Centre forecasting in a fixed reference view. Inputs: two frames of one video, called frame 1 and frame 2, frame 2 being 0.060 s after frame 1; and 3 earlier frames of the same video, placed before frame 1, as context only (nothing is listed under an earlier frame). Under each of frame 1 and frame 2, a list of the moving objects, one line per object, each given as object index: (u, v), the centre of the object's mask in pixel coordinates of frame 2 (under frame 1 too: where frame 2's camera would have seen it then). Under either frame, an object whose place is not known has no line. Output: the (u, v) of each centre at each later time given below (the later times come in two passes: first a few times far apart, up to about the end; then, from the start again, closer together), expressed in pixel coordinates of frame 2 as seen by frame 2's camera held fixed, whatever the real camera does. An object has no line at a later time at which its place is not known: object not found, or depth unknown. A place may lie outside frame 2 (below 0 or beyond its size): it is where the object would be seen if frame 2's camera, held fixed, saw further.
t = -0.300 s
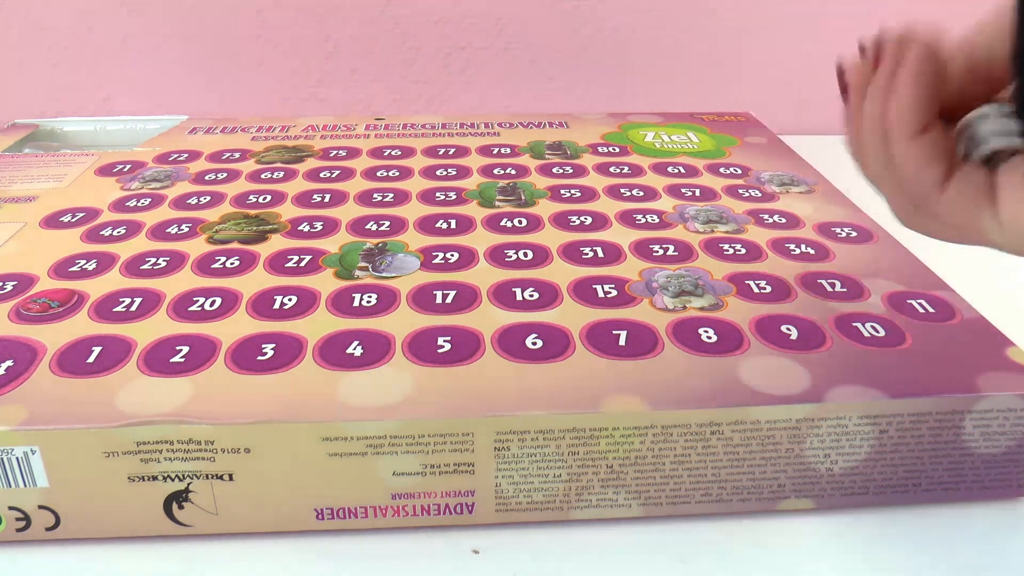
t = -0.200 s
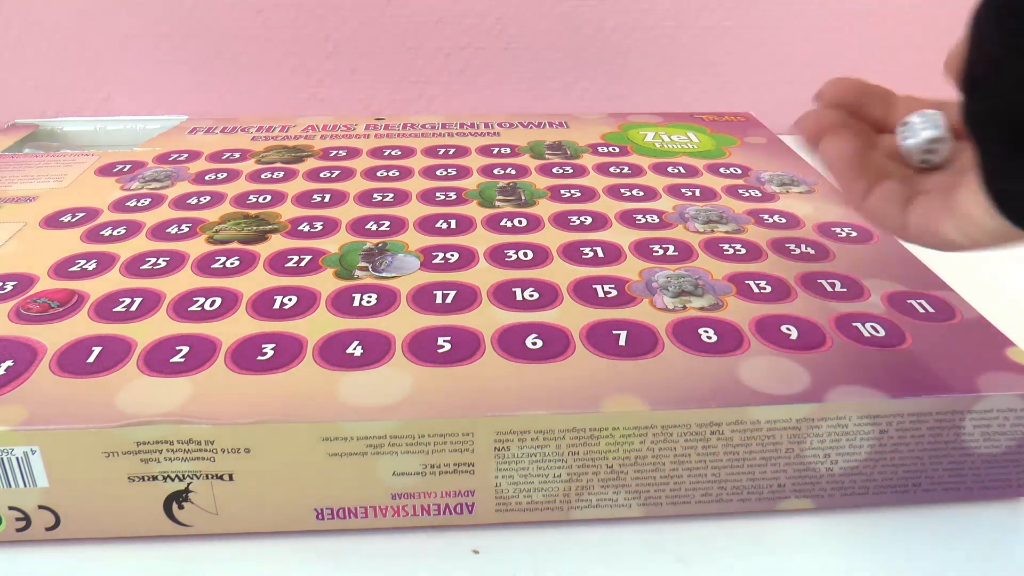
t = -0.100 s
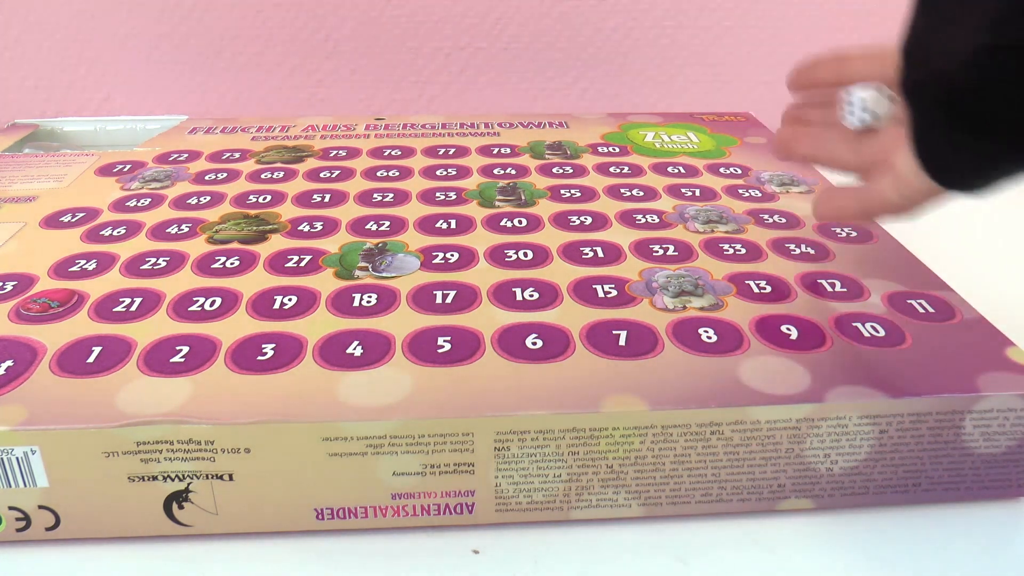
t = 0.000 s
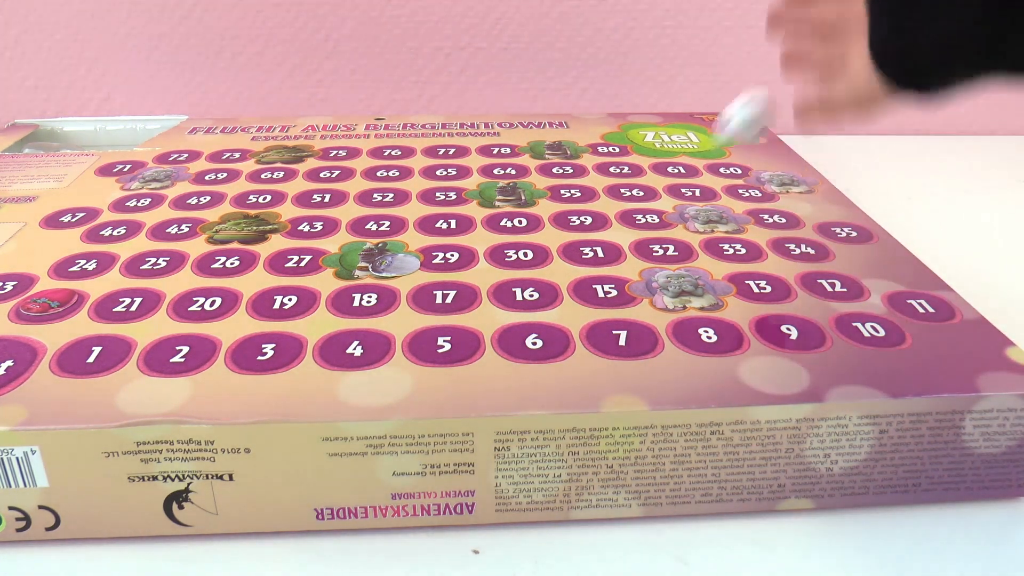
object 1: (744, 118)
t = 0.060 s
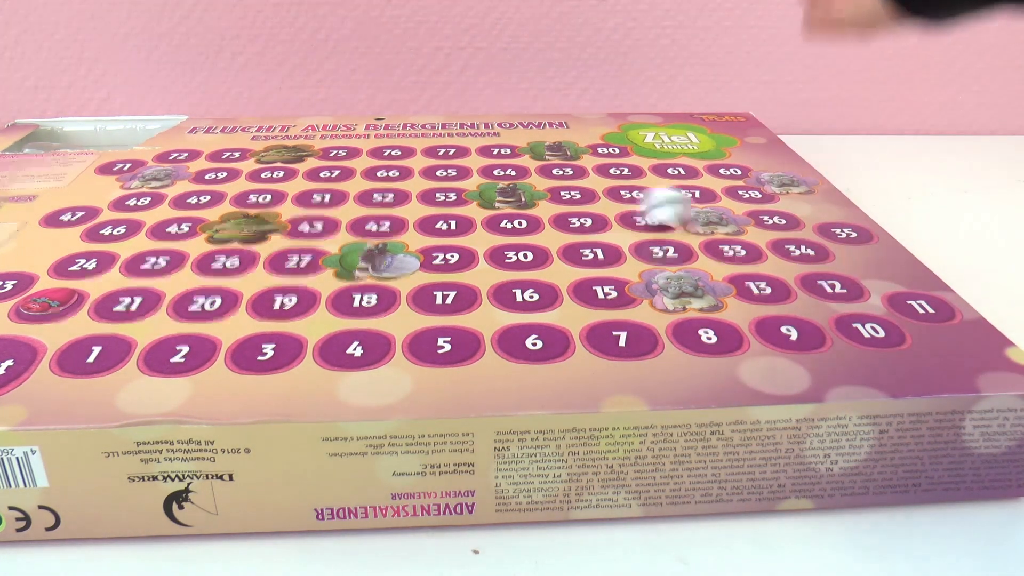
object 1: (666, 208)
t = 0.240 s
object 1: (528, 209)
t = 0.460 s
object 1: (498, 234)
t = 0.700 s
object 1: (491, 236)
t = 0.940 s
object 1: (491, 236)
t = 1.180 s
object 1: (491, 236)
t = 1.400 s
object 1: (491, 236)
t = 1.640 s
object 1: (491, 236)
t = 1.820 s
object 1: (491, 236)
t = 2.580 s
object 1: (491, 237)
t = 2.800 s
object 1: (491, 237)
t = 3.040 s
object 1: (491, 236)
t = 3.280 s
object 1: (491, 236)
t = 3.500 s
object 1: (491, 236)
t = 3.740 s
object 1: (491, 236)
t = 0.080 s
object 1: (647, 207)
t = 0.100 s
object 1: (629, 201)
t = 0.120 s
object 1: (609, 205)
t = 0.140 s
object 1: (591, 206)
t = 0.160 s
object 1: (574, 204)
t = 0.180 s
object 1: (561, 203)
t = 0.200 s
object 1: (547, 204)
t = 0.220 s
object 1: (537, 207)
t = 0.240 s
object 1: (528, 209)
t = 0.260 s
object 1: (520, 210)
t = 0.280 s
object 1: (514, 211)
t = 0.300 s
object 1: (509, 214)
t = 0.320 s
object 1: (505, 218)
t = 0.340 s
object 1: (502, 222)
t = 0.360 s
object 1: (501, 224)
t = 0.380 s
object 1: (501, 226)
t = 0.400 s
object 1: (501, 228)
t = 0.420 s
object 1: (502, 232)
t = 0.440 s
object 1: (501, 235)
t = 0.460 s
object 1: (498, 234)
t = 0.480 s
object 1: (496, 235)
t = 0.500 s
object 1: (495, 235)
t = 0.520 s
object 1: (493, 236)
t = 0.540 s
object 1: (493, 235)
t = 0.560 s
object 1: (492, 236)
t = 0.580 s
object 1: (491, 236)
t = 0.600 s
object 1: (491, 236)
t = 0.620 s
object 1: (491, 236)
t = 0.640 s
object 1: (491, 236)
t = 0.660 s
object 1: (491, 236)
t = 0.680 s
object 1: (491, 236)
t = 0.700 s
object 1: (491, 236)
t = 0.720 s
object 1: (491, 236)
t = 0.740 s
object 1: (491, 236)
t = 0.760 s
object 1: (490, 237)
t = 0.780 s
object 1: (490, 236)
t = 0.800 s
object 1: (491, 236)
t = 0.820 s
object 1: (491, 236)
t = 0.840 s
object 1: (491, 236)
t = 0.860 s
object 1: (491, 236)
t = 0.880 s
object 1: (491, 236)
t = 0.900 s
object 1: (491, 236)
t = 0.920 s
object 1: (491, 236)
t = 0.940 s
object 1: (491, 236)
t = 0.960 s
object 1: (491, 236)
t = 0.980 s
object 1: (491, 236)
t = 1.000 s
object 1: (491, 236)
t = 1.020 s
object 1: (491, 236)
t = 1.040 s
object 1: (491, 236)
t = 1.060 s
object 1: (491, 236)
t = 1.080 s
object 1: (491, 236)
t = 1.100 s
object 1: (491, 236)
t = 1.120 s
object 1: (491, 236)
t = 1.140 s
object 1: (491, 236)
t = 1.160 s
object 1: (491, 236)
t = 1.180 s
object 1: (491, 236)
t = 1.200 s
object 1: (491, 236)
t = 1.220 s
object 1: (491, 236)
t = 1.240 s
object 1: (491, 236)
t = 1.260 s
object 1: (491, 236)
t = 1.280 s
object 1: (491, 236)
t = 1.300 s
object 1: (491, 236)
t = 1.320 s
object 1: (491, 236)
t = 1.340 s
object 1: (491, 236)
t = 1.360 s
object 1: (491, 236)
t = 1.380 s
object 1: (491, 236)
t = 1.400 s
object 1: (491, 236)
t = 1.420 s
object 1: (491, 236)
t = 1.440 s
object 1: (491, 236)
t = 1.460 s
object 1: (491, 236)
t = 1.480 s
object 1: (491, 236)
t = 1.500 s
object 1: (491, 236)
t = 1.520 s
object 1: (491, 236)
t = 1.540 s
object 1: (491, 236)
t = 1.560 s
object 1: (491, 236)
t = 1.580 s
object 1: (491, 236)
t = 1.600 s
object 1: (491, 236)
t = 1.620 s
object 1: (491, 236)
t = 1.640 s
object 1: (491, 236)
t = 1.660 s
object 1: (491, 236)
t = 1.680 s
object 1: (491, 236)
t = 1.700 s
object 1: (491, 236)
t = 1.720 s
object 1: (491, 236)
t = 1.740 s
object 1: (491, 236)
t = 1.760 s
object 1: (491, 236)
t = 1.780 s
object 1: (491, 236)
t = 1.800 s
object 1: (491, 236)
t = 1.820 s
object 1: (491, 236)
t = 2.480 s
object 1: (491, 237)
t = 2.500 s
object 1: (491, 237)
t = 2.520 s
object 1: (491, 237)
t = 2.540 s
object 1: (491, 237)
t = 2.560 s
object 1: (491, 237)
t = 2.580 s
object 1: (491, 237)
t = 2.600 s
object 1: (491, 237)
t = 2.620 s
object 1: (491, 237)
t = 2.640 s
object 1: (491, 237)
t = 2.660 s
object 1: (491, 237)
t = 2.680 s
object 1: (491, 237)
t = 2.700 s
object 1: (491, 237)
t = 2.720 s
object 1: (491, 237)
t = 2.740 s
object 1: (491, 237)
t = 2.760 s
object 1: (491, 237)
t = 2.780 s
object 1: (491, 237)
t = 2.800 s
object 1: (491, 237)
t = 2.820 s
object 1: (491, 237)
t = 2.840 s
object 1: (491, 237)
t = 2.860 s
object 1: (491, 237)
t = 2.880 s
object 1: (491, 237)
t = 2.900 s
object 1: (491, 237)
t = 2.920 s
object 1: (491, 237)
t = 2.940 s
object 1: (491, 237)
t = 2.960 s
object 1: (491, 236)
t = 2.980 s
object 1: (491, 236)
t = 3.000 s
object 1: (491, 236)
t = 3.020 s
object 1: (491, 236)
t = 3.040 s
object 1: (491, 236)
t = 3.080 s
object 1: (491, 237)
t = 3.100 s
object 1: (491, 237)
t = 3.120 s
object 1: (491, 237)
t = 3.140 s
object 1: (491, 237)
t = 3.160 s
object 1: (491, 236)
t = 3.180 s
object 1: (491, 236)
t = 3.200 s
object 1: (491, 236)
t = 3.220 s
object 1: (491, 236)
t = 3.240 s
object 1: (491, 236)
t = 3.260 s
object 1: (491, 236)
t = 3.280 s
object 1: (491, 236)
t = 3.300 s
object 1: (491, 236)
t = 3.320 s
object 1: (491, 236)
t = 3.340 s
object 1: (491, 236)
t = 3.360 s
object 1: (491, 236)
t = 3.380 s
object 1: (491, 236)
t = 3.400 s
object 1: (491, 236)
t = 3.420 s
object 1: (491, 236)
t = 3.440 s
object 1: (491, 236)
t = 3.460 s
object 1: (491, 236)
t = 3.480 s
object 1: (491, 236)
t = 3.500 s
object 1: (491, 236)
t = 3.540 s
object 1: (491, 237)
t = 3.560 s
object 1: (491, 237)
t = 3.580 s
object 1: (491, 237)
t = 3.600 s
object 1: (491, 237)
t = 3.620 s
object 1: (491, 237)
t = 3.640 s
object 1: (491, 236)
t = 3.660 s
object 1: (491, 236)
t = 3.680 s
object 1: (491, 236)
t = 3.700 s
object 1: (491, 236)
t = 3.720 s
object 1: (491, 236)
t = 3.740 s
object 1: (491, 236)
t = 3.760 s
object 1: (491, 237)
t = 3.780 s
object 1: (491, 237)
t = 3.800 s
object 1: (491, 237)
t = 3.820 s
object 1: (491, 237)
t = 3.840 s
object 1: (491, 236)
